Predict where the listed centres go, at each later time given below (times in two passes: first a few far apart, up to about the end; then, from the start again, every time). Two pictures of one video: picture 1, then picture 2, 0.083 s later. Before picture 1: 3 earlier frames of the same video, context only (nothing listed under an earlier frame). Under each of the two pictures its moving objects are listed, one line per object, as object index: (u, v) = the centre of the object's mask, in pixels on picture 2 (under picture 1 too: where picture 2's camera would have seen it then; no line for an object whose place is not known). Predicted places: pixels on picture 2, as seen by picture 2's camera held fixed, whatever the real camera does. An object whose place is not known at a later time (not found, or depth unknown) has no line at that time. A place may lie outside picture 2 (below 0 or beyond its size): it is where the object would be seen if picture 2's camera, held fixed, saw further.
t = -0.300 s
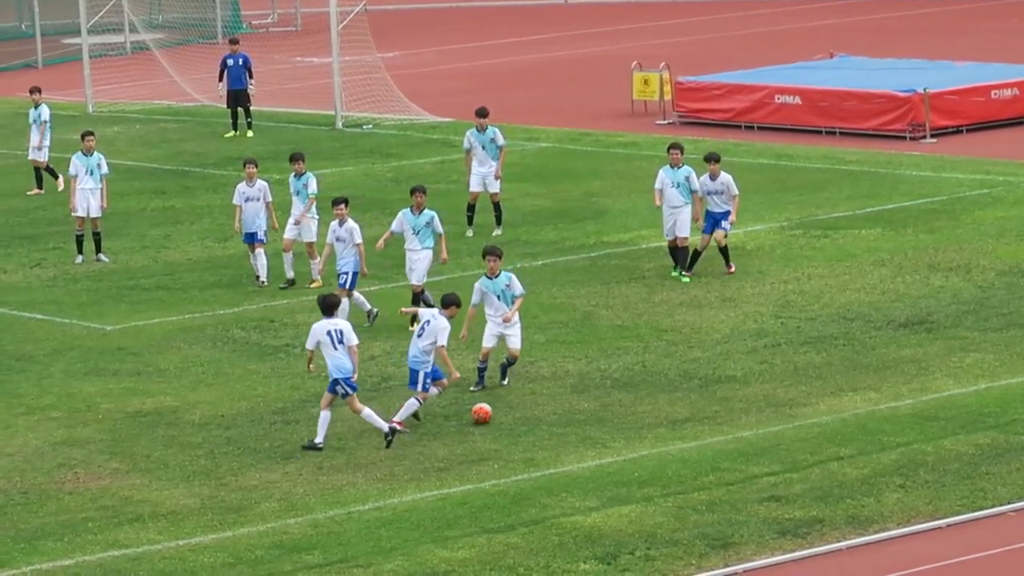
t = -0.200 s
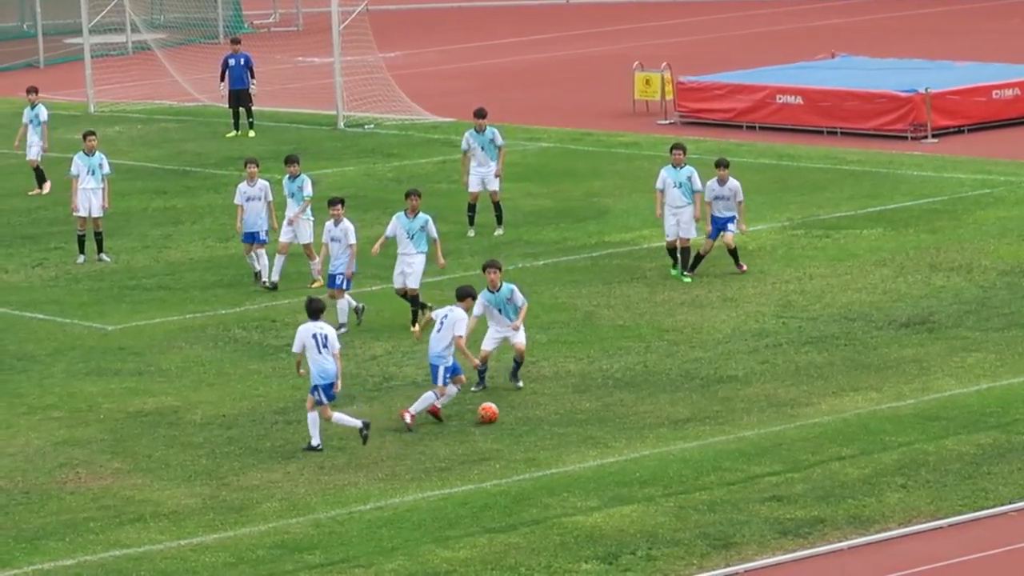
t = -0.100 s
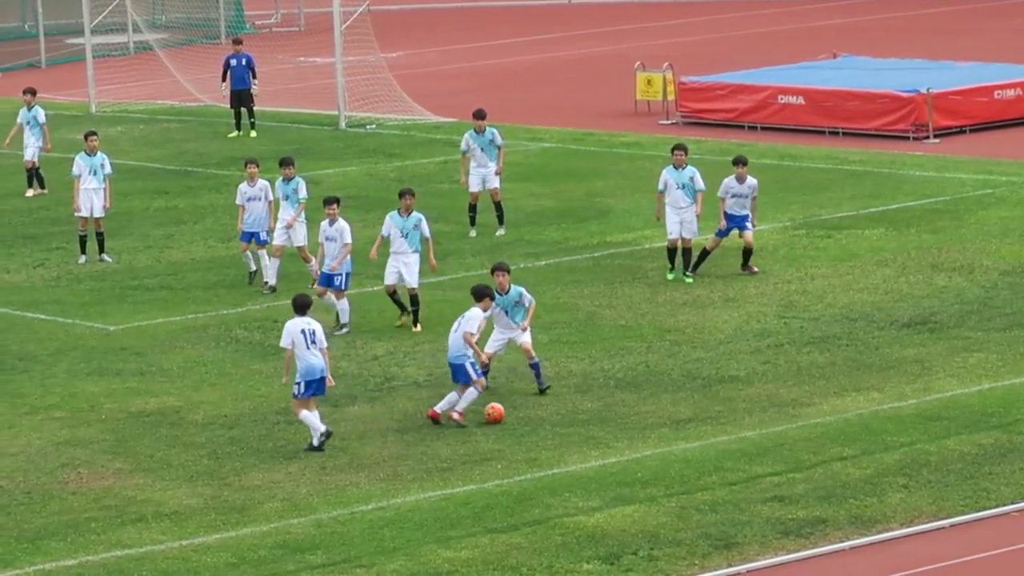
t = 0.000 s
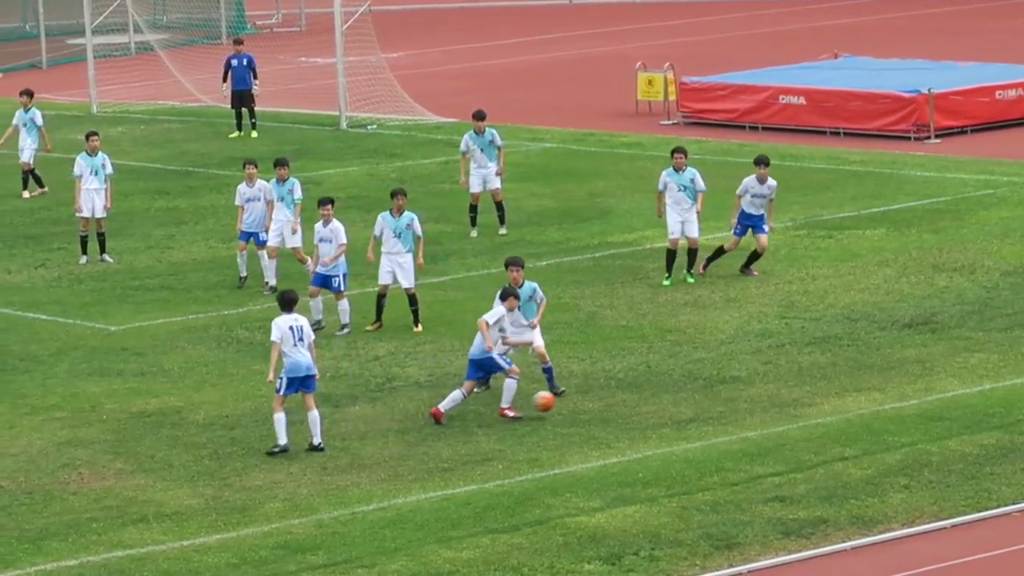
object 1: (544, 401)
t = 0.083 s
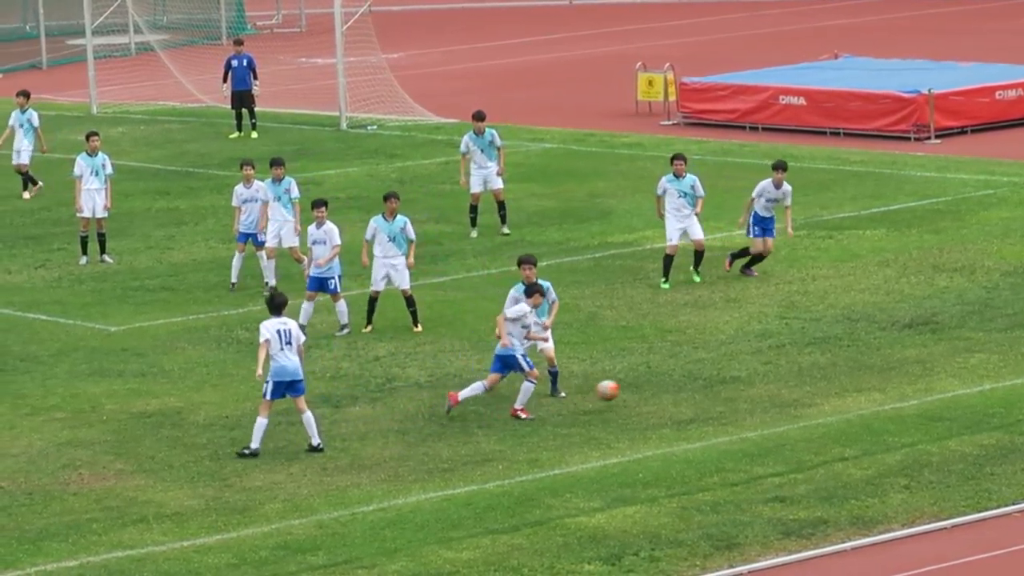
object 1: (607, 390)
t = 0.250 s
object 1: (733, 386)
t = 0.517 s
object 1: (877, 369)
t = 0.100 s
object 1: (620, 388)
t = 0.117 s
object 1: (633, 387)
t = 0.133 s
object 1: (646, 386)
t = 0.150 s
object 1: (658, 385)
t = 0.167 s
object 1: (671, 385)
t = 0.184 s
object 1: (683, 385)
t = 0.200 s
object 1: (696, 385)
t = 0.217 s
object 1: (708, 385)
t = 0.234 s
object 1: (721, 386)
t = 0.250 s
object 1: (733, 386)
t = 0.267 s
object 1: (743, 385)
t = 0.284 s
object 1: (752, 383)
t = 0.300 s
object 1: (761, 381)
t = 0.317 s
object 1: (771, 378)
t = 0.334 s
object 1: (780, 377)
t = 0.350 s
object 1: (790, 375)
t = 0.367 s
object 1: (799, 373)
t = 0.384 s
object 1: (808, 373)
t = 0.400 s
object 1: (817, 372)
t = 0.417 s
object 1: (826, 372)
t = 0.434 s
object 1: (836, 372)
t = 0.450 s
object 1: (845, 372)
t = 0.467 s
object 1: (855, 372)
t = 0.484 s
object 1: (863, 371)
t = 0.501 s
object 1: (870, 370)
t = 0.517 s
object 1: (877, 369)
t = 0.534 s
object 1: (885, 367)
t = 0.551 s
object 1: (891, 366)
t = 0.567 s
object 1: (899, 365)
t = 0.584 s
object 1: (907, 365)
